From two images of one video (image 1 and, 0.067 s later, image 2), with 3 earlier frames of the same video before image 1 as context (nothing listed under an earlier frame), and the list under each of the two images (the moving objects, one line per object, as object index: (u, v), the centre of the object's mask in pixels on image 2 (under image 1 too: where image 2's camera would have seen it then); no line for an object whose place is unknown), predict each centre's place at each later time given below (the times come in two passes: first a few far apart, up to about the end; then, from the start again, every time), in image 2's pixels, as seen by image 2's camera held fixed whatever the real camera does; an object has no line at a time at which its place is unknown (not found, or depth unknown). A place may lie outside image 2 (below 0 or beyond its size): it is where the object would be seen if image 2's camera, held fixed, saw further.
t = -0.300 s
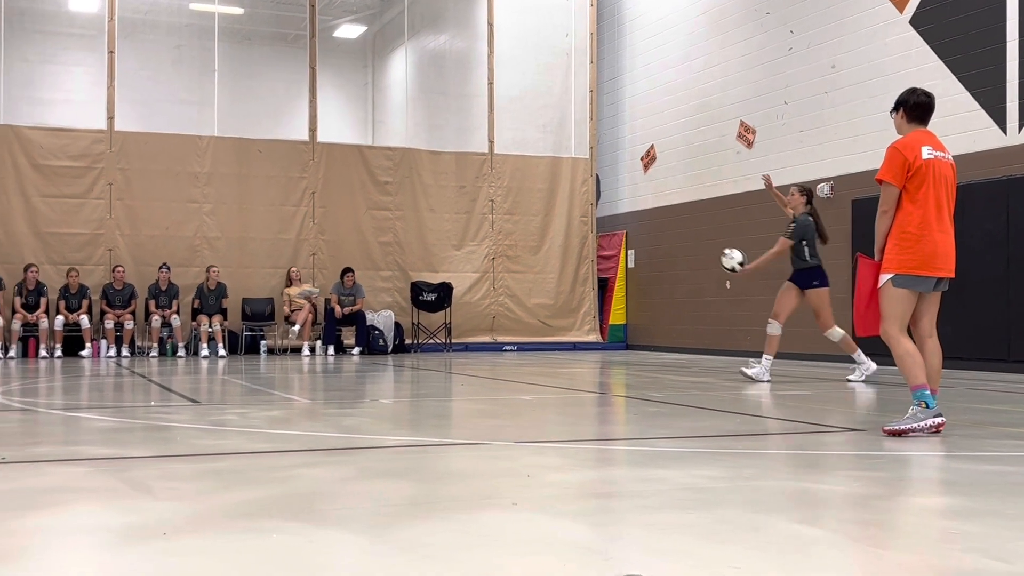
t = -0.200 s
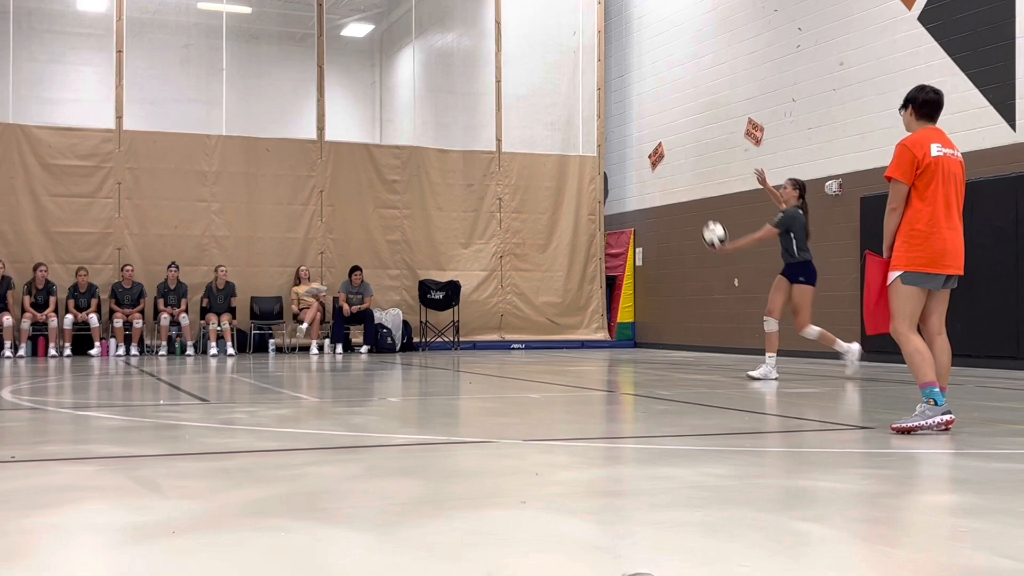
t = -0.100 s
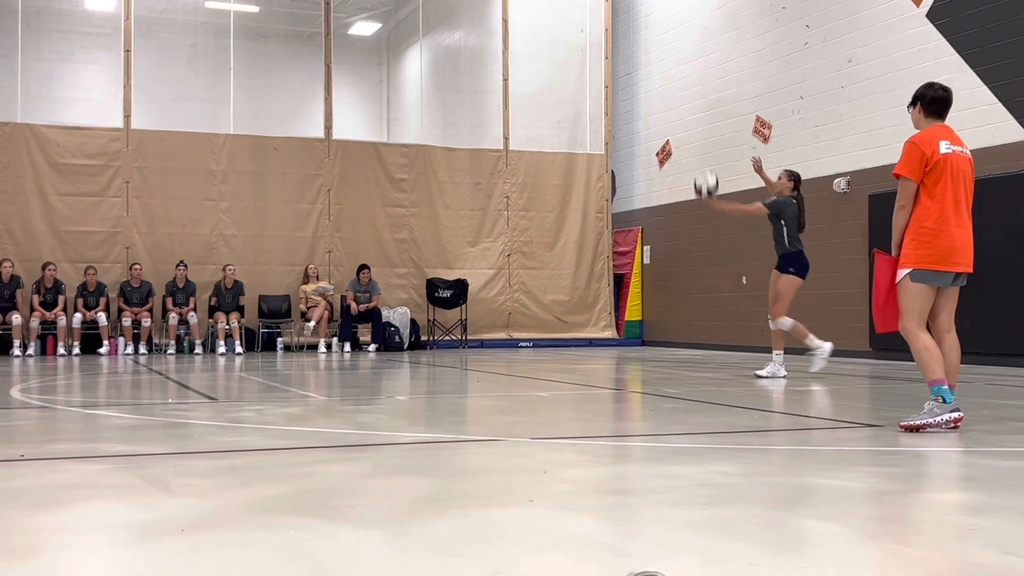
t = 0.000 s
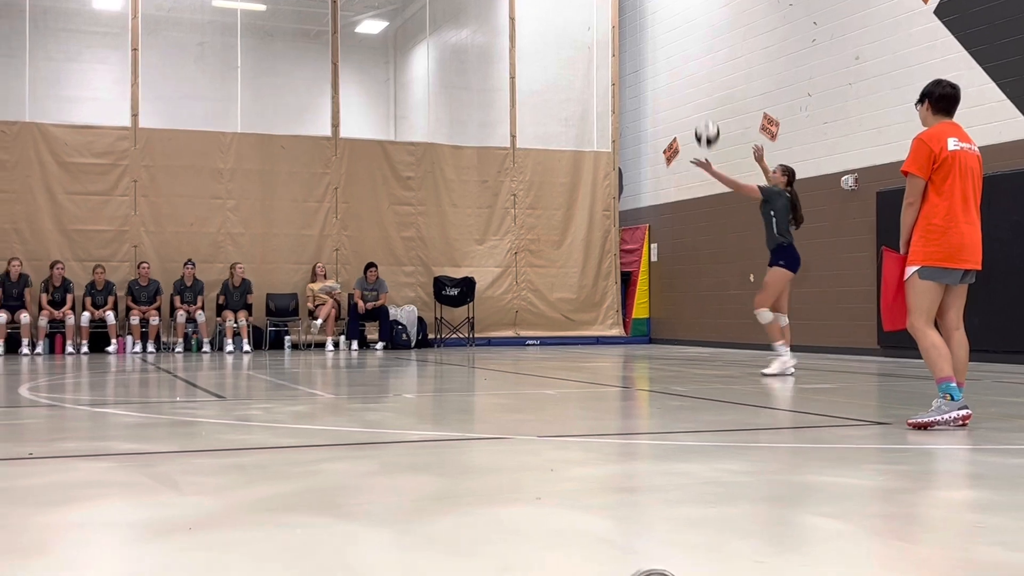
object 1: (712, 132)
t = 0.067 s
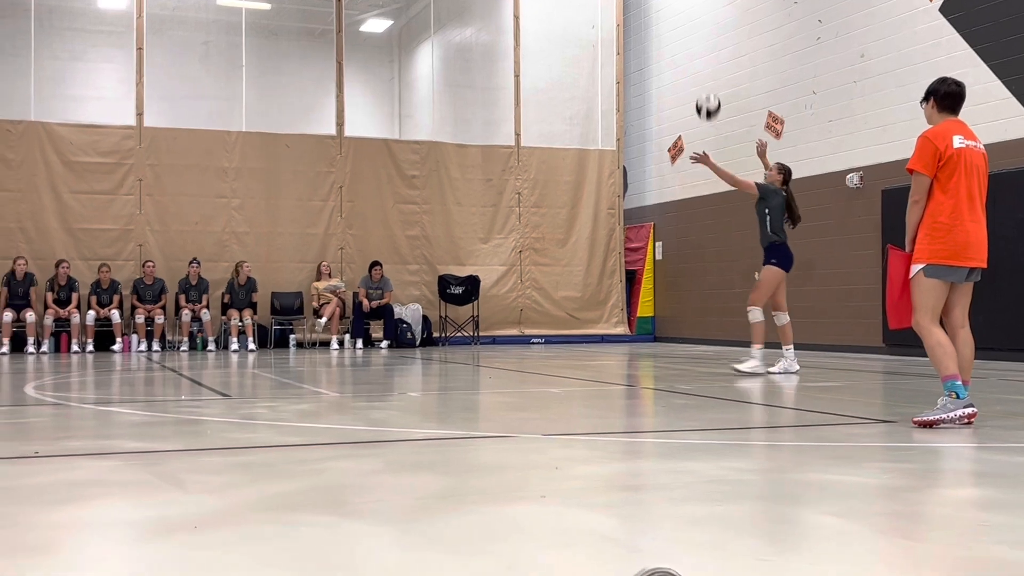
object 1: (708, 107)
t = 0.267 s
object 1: (696, 62)
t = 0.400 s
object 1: (689, 59)
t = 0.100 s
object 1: (706, 96)
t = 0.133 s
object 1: (704, 87)
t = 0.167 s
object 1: (702, 79)
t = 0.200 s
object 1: (700, 72)
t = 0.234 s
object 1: (698, 66)
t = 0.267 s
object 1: (696, 62)
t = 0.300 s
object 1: (694, 59)
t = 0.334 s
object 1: (692, 58)
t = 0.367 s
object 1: (690, 58)
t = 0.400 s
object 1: (689, 59)
